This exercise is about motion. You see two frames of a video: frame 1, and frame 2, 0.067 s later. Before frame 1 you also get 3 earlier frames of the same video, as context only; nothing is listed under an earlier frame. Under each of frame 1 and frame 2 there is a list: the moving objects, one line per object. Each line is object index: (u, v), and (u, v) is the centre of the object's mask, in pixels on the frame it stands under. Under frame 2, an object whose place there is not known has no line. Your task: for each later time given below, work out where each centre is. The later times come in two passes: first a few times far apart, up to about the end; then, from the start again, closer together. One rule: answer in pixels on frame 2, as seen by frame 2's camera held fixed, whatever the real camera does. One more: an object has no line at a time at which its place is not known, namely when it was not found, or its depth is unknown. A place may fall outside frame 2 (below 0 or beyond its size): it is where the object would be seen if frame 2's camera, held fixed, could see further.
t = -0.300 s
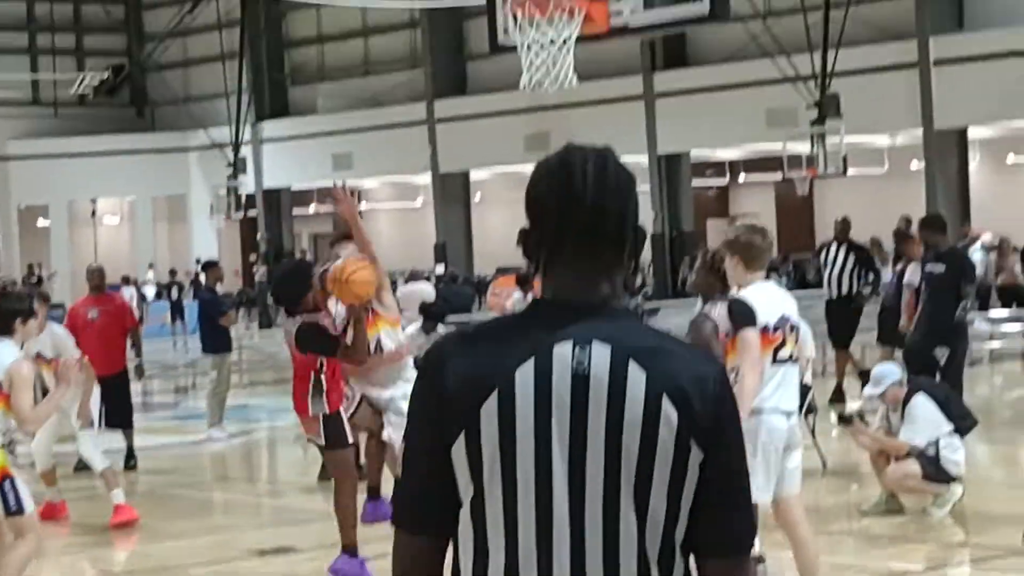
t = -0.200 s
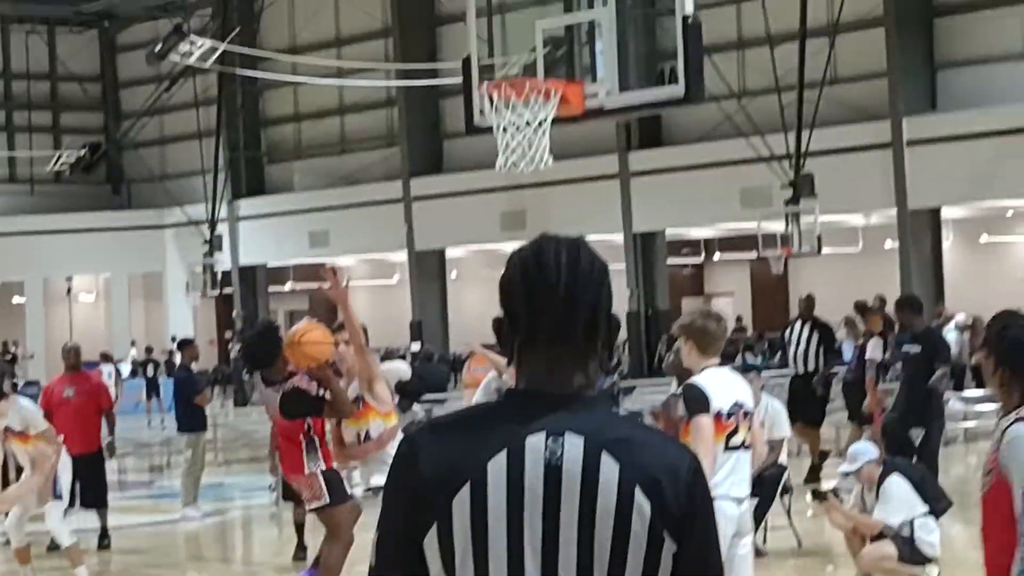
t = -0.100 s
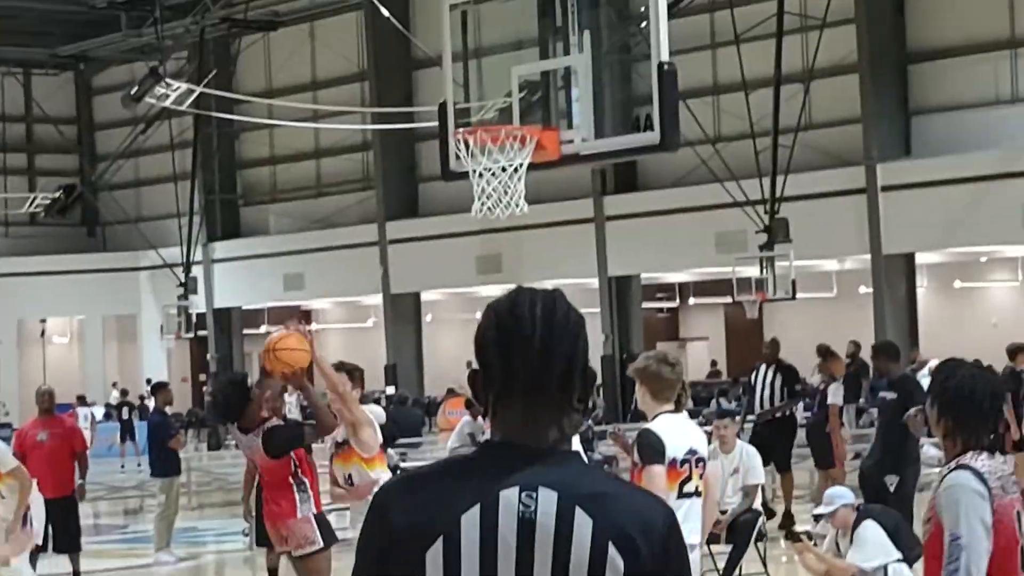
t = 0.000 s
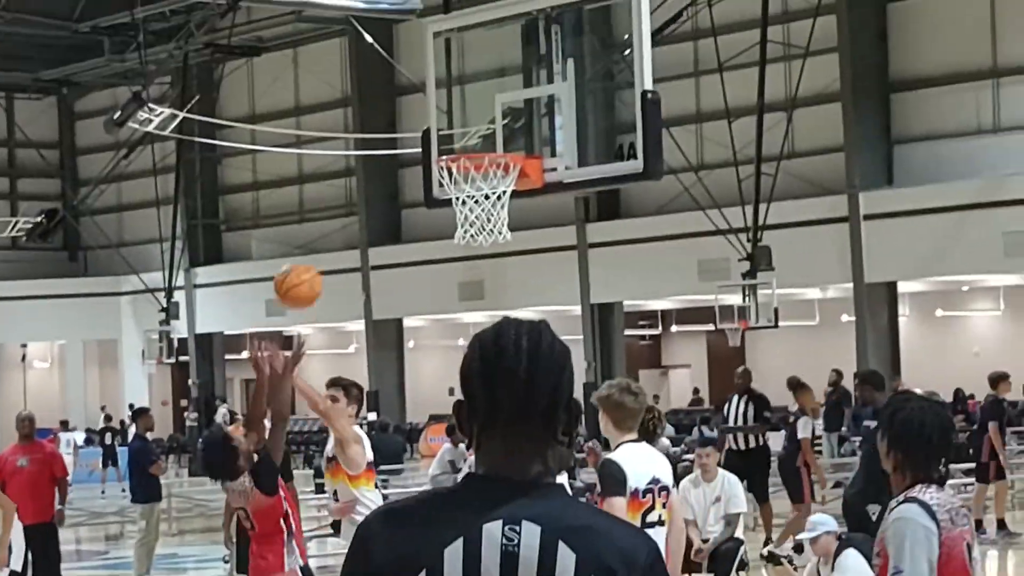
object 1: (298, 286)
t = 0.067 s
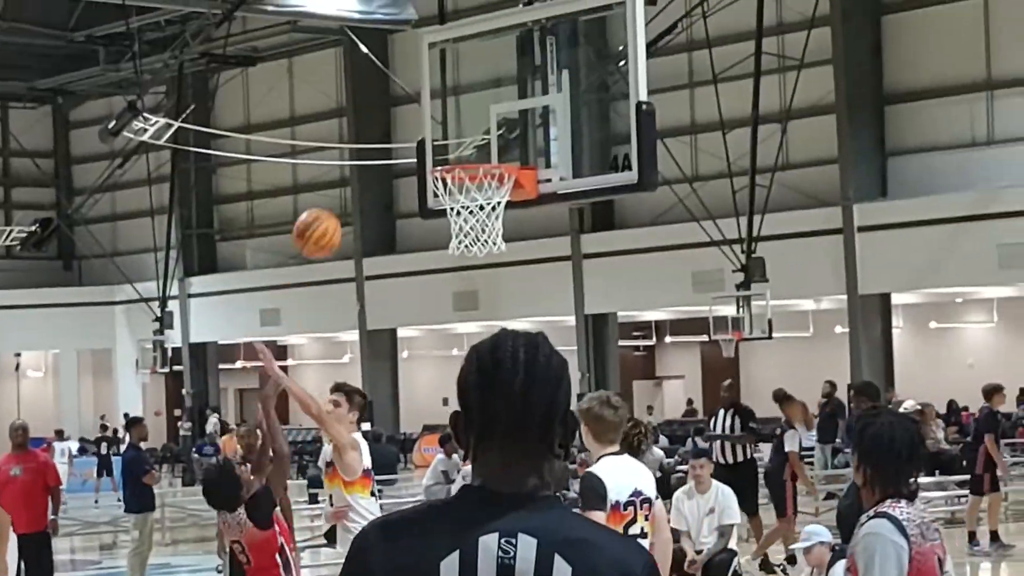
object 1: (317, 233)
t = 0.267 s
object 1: (390, 104)
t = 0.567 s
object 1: (494, 57)
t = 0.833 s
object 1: (493, 134)
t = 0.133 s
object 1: (342, 183)
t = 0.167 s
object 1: (354, 159)
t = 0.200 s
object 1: (366, 138)
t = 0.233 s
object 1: (377, 120)
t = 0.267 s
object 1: (390, 104)
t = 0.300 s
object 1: (401, 91)
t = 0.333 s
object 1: (413, 79)
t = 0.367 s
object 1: (425, 71)
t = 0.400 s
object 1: (437, 63)
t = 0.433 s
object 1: (448, 58)
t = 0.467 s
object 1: (460, 55)
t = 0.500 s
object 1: (471, 53)
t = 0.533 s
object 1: (482, 54)
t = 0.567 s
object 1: (494, 57)
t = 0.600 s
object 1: (505, 61)
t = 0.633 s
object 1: (517, 68)
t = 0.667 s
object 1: (528, 76)
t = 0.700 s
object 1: (532, 85)
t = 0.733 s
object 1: (522, 94)
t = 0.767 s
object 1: (513, 106)
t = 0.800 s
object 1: (504, 120)
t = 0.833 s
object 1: (493, 134)
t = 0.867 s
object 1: (482, 135)
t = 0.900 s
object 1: (468, 128)
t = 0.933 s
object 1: (456, 123)
